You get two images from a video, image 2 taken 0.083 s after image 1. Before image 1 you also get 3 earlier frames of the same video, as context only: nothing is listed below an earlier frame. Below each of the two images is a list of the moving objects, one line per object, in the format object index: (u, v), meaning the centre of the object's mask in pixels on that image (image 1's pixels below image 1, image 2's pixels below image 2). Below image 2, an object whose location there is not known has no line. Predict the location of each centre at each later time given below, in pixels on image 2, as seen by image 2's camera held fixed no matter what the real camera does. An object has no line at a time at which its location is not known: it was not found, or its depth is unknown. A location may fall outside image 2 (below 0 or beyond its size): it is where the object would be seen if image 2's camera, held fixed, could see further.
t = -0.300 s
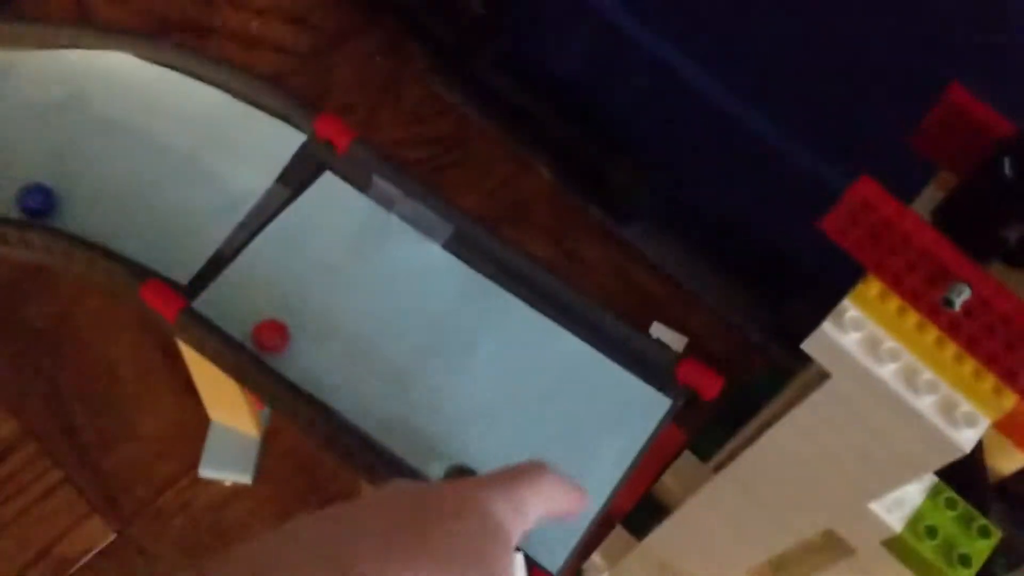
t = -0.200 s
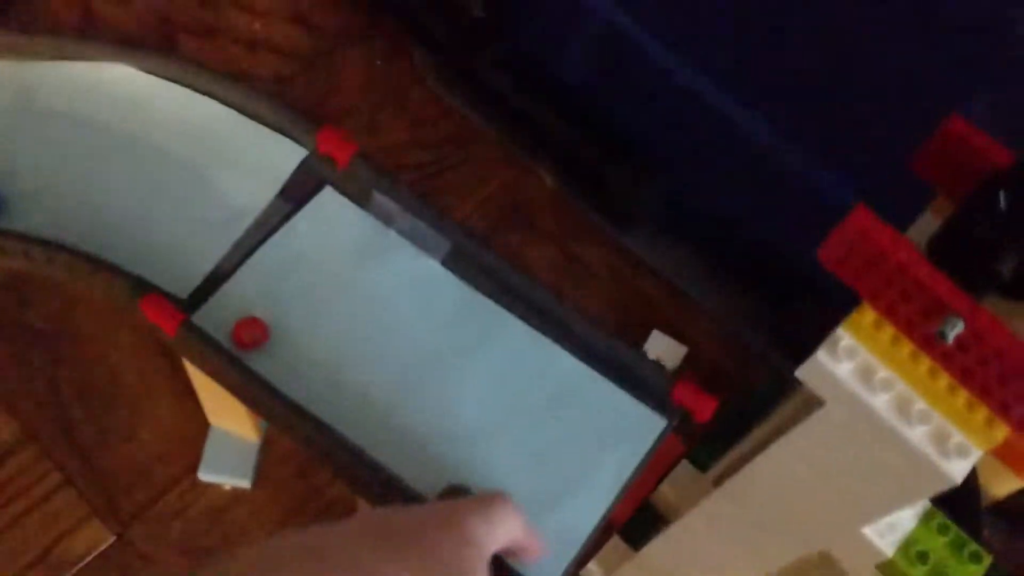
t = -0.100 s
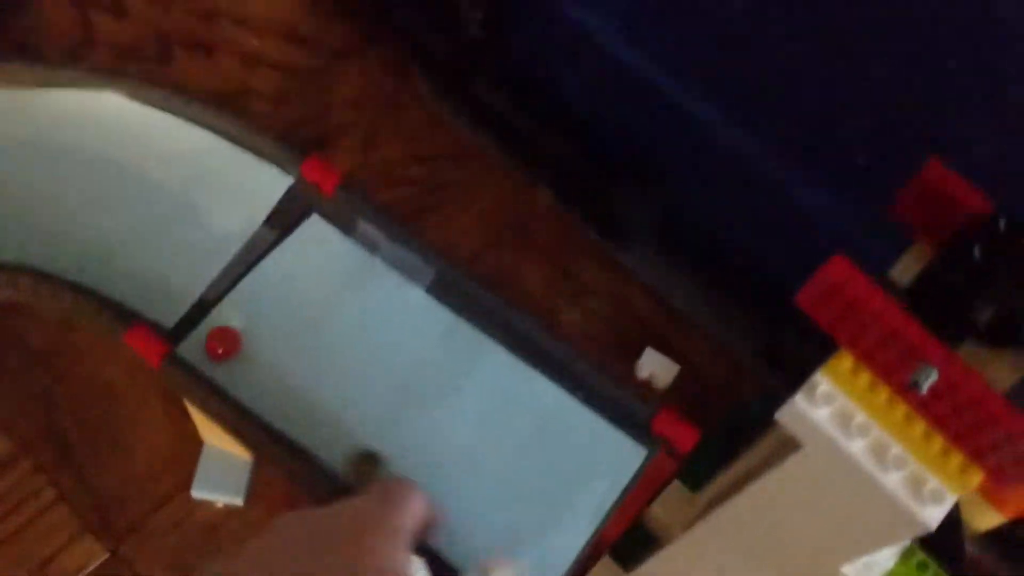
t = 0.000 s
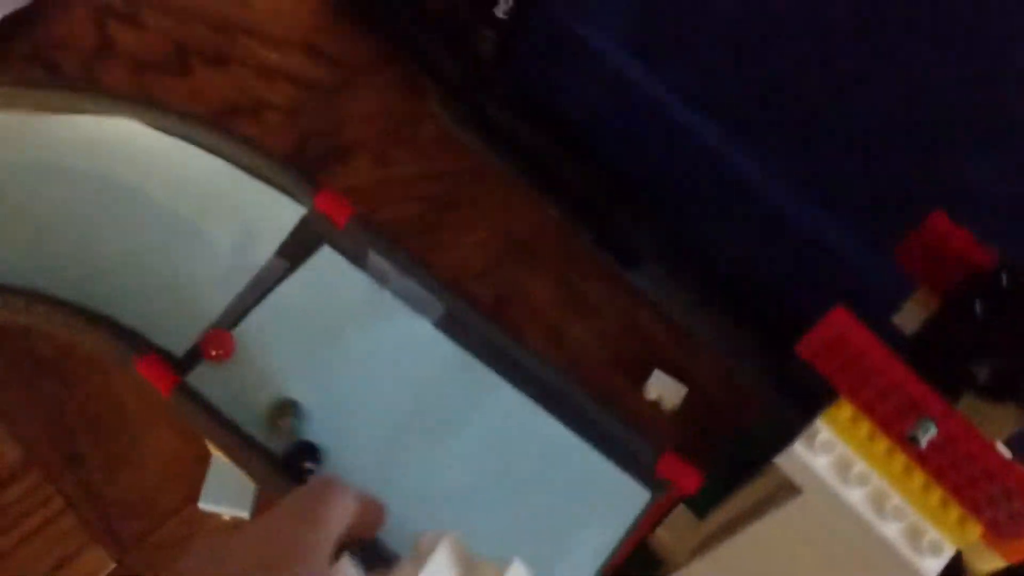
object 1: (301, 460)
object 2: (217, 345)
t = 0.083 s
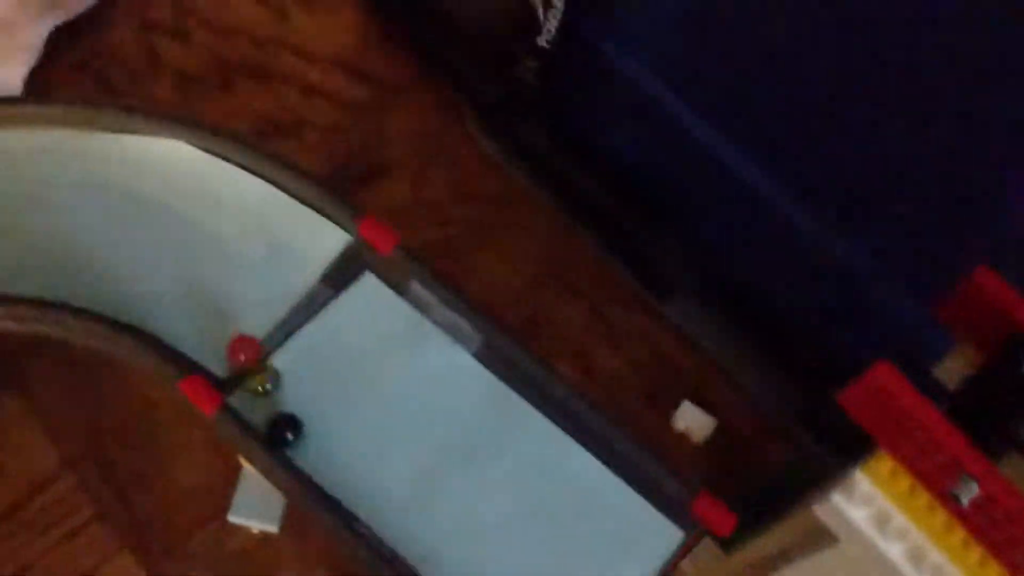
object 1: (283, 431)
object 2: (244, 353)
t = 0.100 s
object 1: (275, 421)
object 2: (239, 343)
